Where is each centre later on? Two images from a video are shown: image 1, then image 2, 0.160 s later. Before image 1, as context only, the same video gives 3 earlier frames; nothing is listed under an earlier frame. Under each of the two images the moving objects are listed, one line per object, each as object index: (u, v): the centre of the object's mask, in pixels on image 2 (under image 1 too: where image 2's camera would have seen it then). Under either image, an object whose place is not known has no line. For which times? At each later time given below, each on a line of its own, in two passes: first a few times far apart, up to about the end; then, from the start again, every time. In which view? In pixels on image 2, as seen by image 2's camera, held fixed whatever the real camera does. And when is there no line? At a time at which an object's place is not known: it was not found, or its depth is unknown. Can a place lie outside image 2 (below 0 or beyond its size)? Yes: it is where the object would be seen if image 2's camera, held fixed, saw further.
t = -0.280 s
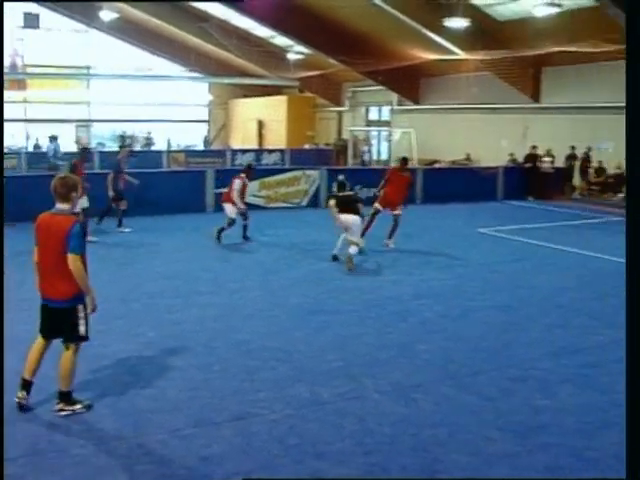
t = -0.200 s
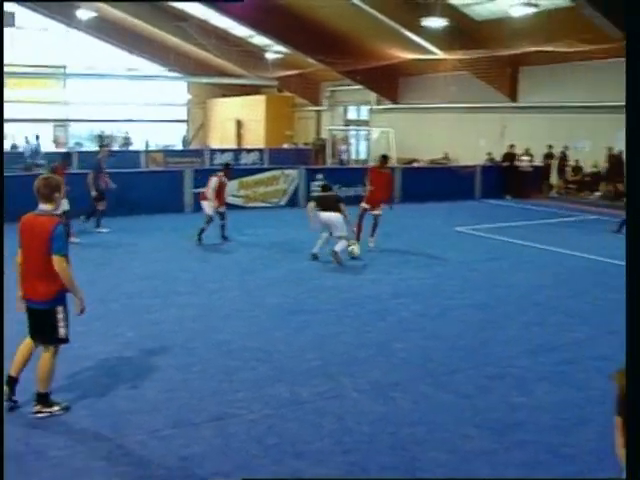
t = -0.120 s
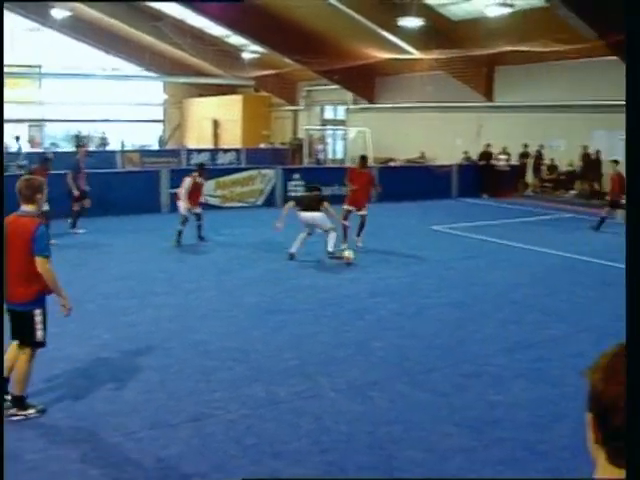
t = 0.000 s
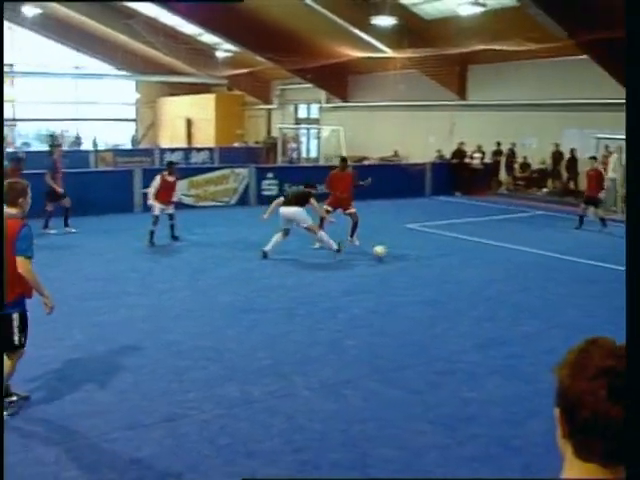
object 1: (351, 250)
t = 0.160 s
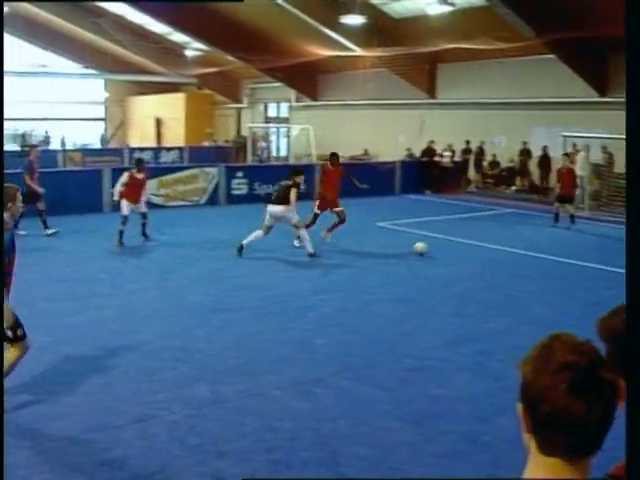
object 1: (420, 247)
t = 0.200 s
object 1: (436, 248)
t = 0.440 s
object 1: (514, 246)
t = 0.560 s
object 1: (546, 242)
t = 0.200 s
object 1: (436, 248)
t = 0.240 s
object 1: (451, 248)
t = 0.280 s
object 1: (465, 246)
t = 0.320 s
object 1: (477, 245)
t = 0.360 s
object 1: (489, 243)
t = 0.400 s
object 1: (502, 244)
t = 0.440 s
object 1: (514, 246)
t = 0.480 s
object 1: (525, 244)
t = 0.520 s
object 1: (535, 243)
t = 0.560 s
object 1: (546, 242)
